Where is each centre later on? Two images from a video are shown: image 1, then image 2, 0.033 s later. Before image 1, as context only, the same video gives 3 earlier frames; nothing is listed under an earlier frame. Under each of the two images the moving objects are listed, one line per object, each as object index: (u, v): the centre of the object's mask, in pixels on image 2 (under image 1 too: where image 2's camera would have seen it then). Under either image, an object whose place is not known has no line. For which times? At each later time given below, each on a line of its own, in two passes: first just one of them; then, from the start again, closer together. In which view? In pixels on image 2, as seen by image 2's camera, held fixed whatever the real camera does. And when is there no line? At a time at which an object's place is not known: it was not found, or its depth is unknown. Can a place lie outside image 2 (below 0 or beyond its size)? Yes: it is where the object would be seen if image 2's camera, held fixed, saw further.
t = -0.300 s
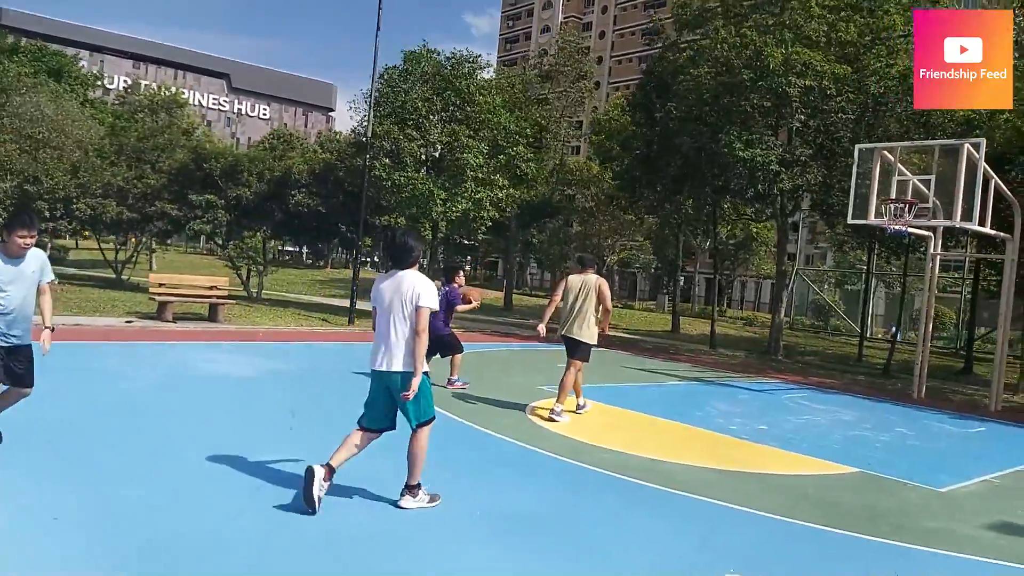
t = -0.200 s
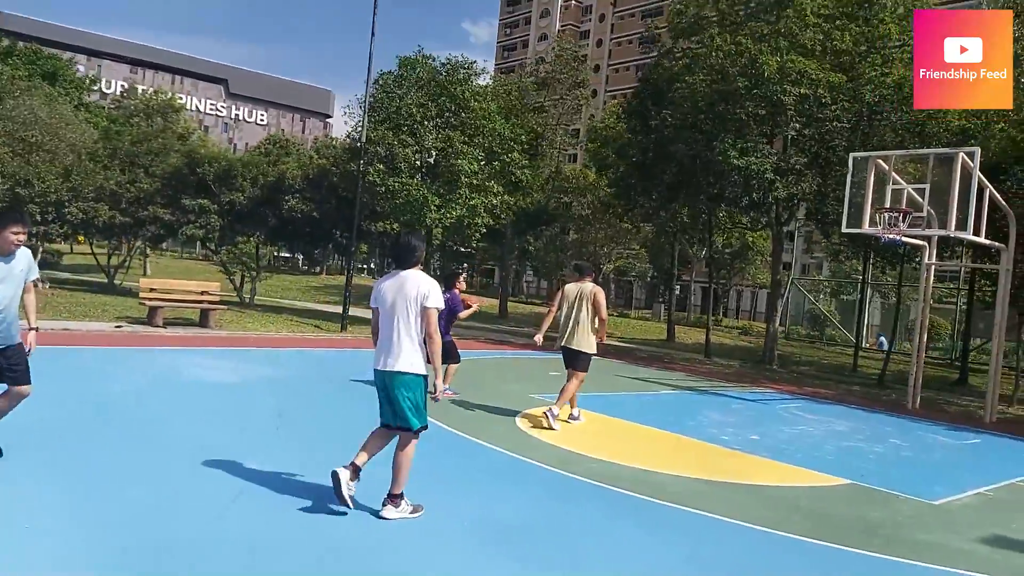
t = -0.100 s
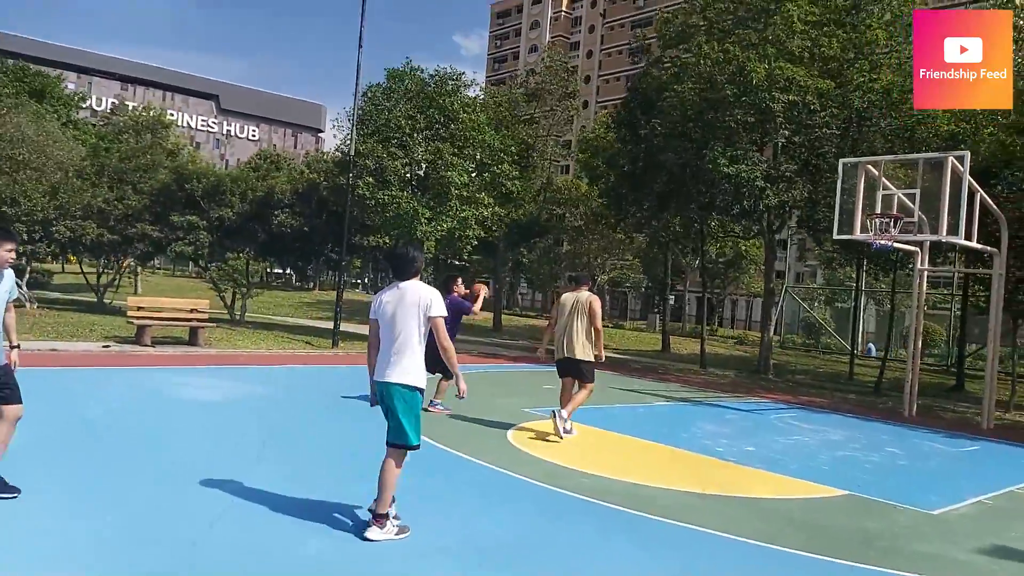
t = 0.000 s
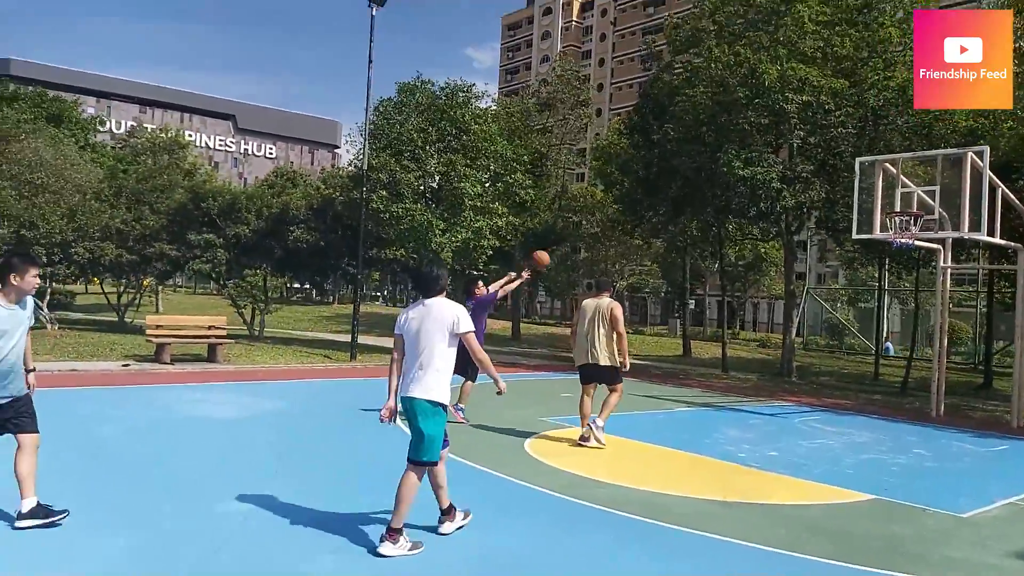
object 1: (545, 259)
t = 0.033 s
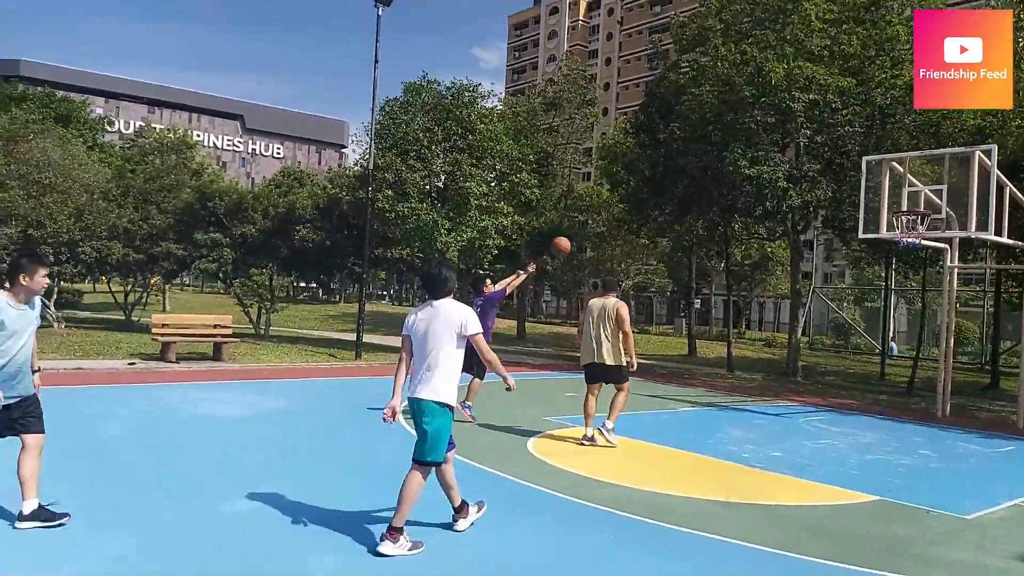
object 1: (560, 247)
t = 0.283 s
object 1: (673, 177)
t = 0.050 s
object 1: (569, 241)
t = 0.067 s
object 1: (576, 235)
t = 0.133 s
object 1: (607, 213)
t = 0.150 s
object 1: (613, 208)
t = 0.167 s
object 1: (621, 202)
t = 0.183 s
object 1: (628, 198)
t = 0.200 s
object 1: (635, 194)
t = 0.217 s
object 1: (643, 191)
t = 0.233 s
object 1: (650, 187)
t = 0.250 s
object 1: (658, 183)
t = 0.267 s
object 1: (665, 180)
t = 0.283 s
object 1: (673, 177)
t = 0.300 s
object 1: (679, 174)
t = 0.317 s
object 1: (686, 171)
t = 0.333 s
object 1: (693, 169)
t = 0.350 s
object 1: (699, 166)
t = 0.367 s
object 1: (706, 165)
